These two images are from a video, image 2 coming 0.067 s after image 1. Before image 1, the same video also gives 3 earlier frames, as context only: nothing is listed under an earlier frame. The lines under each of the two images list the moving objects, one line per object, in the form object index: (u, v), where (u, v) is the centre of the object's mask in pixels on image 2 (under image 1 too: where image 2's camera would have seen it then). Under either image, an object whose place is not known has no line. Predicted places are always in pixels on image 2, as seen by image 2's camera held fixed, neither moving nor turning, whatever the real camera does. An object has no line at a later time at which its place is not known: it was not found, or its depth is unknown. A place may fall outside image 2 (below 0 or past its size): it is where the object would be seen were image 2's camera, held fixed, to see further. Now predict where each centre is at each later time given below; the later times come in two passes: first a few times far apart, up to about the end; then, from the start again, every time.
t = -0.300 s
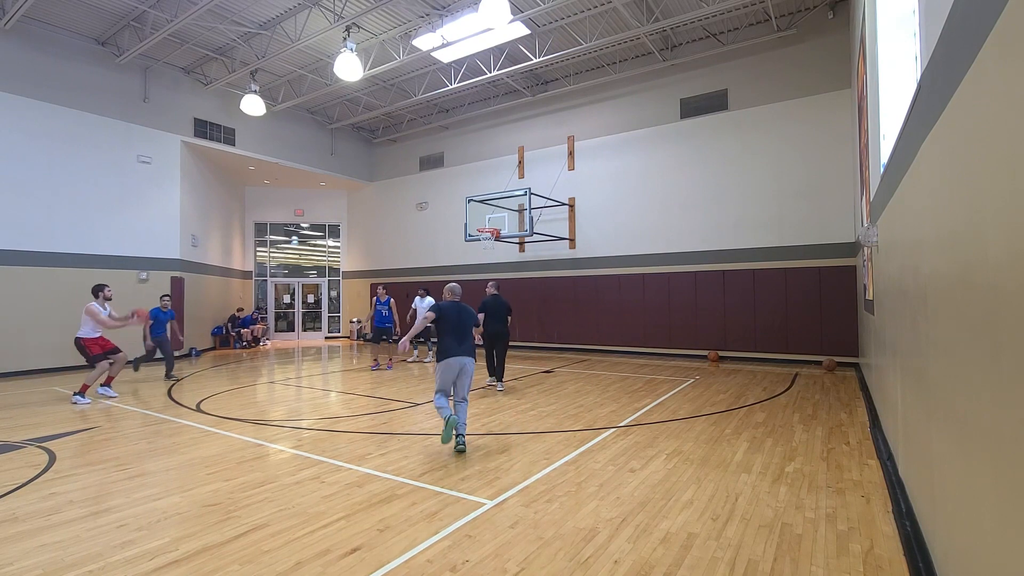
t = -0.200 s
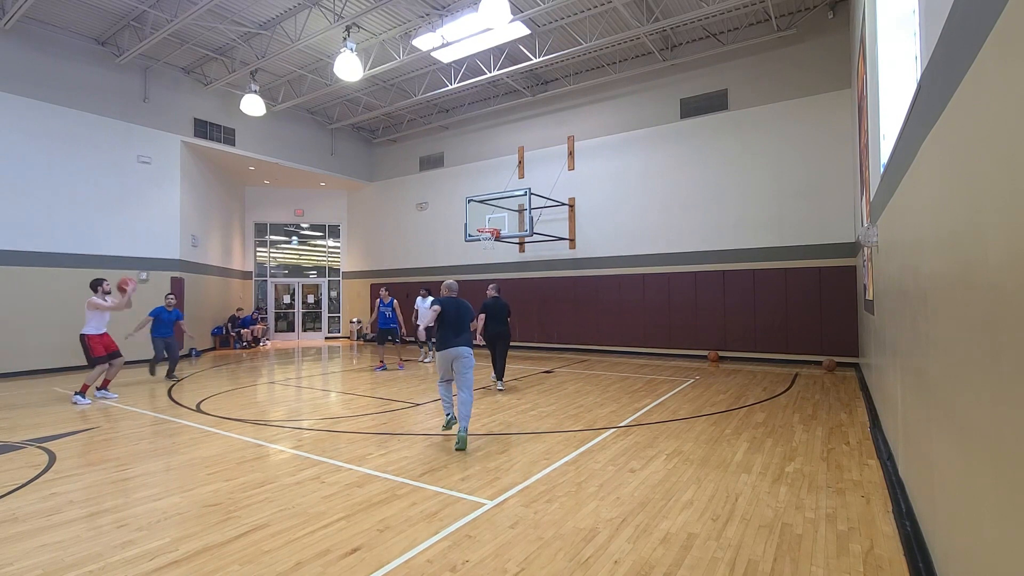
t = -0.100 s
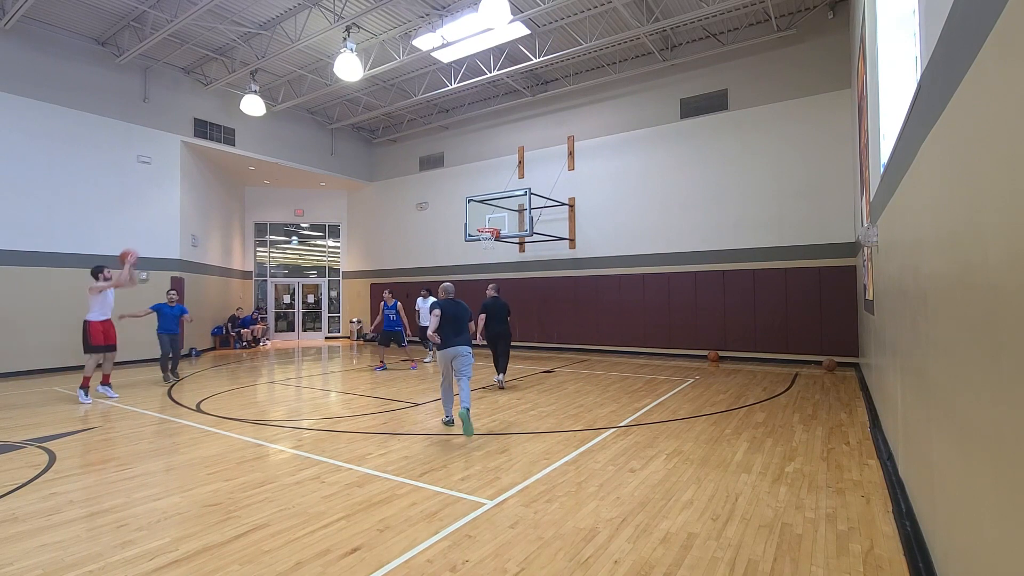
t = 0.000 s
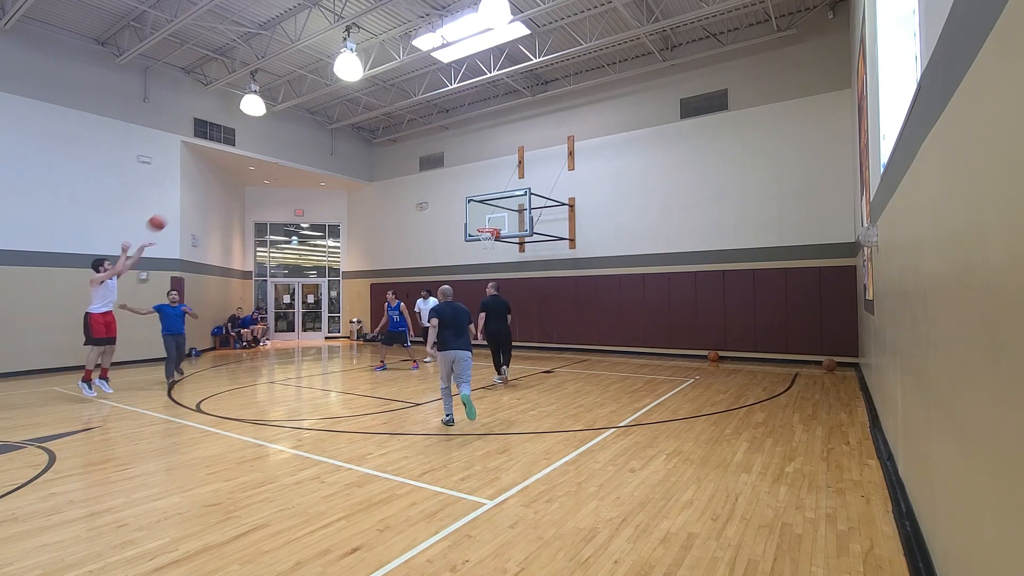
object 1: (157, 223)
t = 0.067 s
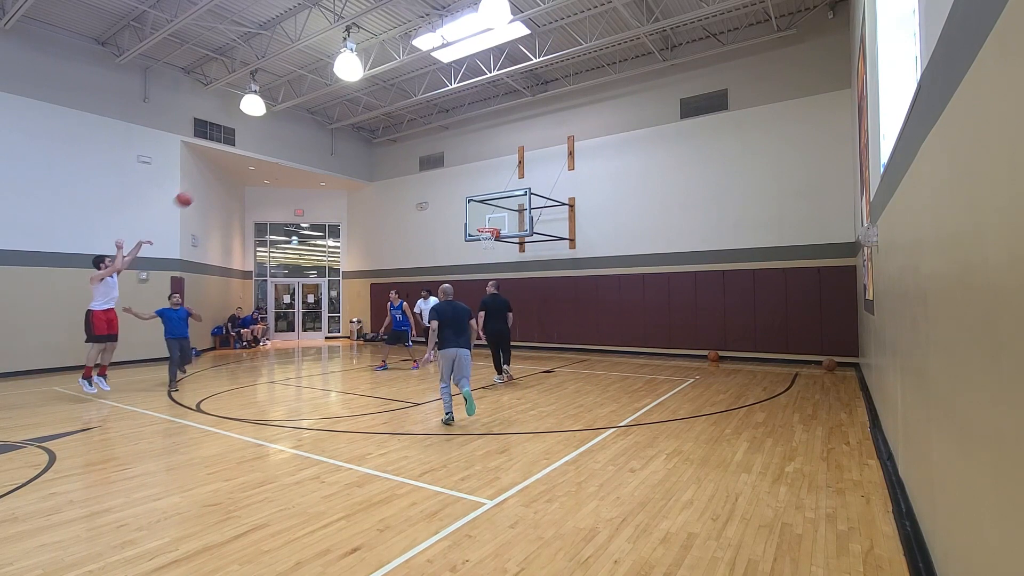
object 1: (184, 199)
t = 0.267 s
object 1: (256, 151)
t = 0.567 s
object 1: (343, 126)
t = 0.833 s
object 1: (408, 141)
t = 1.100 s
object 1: (462, 185)
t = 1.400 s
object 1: (492, 212)
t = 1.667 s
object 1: (486, 201)
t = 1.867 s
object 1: (482, 214)
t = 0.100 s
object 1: (196, 190)
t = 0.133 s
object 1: (209, 180)
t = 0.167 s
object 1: (221, 171)
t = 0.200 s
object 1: (233, 164)
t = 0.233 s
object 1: (244, 157)
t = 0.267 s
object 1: (256, 151)
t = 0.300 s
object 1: (266, 145)
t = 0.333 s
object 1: (277, 140)
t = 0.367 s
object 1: (287, 137)
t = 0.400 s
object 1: (297, 134)
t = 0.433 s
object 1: (307, 131)
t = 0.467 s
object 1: (316, 129)
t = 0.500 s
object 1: (326, 127)
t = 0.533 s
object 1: (335, 127)
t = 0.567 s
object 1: (343, 126)
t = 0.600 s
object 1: (352, 126)
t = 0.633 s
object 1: (361, 127)
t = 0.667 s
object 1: (368, 128)
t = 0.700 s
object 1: (377, 130)
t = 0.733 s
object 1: (385, 132)
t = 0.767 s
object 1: (393, 135)
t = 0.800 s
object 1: (400, 138)
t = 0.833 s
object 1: (408, 141)
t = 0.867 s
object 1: (415, 146)
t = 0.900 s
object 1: (422, 150)
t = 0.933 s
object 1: (429, 155)
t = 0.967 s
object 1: (436, 160)
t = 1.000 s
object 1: (442, 166)
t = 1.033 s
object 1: (449, 172)
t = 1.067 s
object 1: (456, 178)
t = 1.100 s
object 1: (462, 185)
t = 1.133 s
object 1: (469, 192)
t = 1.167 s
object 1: (475, 199)
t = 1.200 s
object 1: (481, 207)
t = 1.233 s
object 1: (487, 215)
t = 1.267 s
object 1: (493, 223)
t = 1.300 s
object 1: (494, 222)
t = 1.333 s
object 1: (493, 218)
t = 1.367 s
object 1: (493, 215)
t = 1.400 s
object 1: (492, 212)
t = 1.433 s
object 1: (491, 209)
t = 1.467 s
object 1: (490, 206)
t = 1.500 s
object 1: (490, 204)
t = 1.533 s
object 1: (489, 203)
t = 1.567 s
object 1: (488, 201)
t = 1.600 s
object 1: (488, 201)
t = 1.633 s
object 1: (487, 201)
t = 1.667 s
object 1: (486, 201)
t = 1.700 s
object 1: (486, 202)
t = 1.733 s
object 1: (485, 204)
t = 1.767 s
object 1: (484, 205)
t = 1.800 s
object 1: (484, 207)
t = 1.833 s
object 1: (483, 210)
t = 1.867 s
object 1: (482, 214)
